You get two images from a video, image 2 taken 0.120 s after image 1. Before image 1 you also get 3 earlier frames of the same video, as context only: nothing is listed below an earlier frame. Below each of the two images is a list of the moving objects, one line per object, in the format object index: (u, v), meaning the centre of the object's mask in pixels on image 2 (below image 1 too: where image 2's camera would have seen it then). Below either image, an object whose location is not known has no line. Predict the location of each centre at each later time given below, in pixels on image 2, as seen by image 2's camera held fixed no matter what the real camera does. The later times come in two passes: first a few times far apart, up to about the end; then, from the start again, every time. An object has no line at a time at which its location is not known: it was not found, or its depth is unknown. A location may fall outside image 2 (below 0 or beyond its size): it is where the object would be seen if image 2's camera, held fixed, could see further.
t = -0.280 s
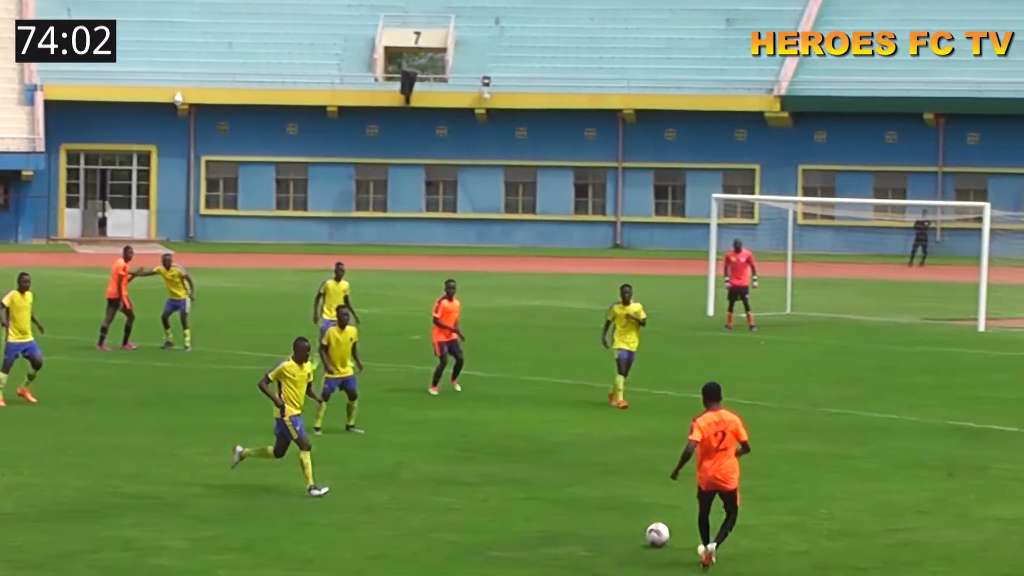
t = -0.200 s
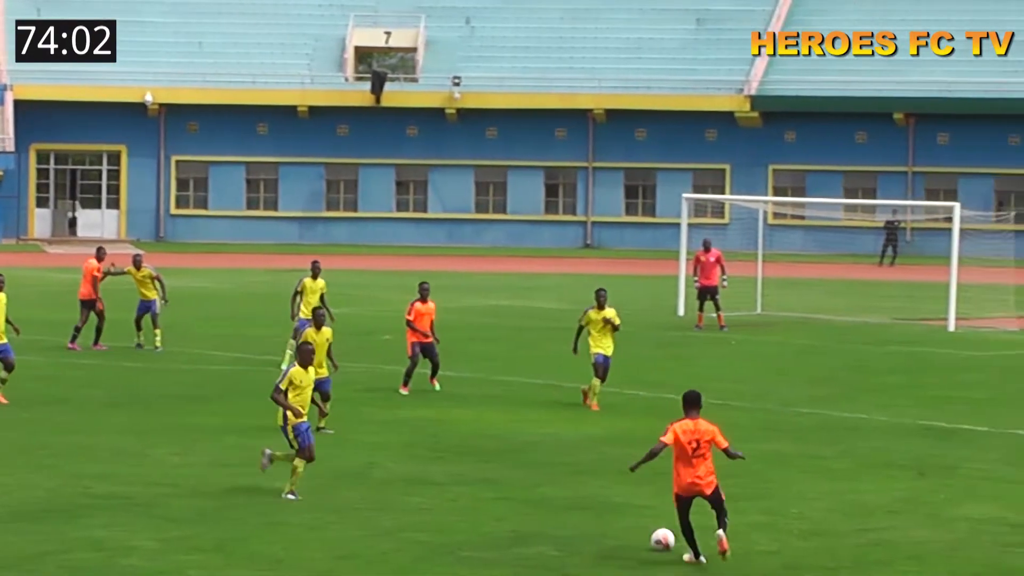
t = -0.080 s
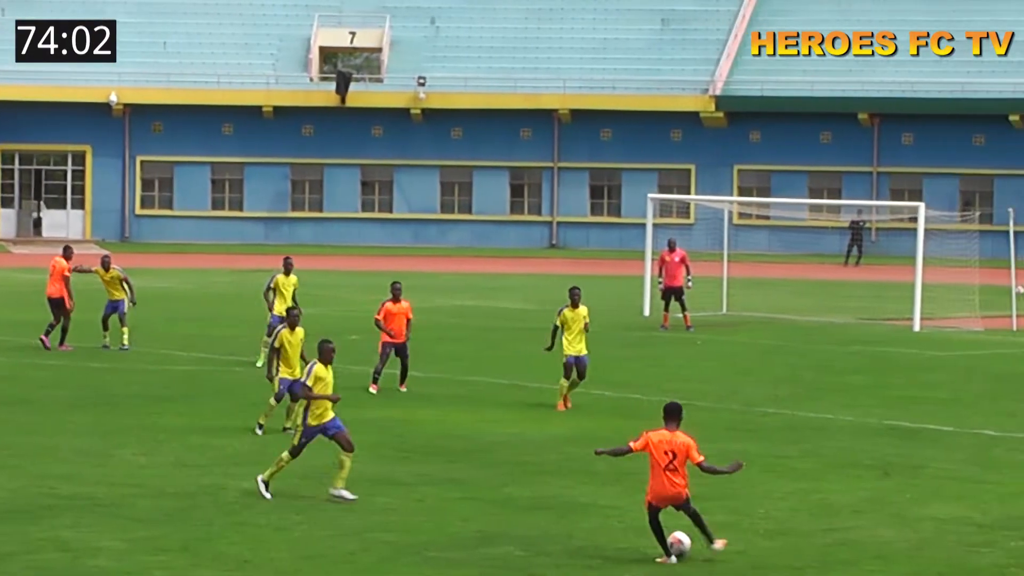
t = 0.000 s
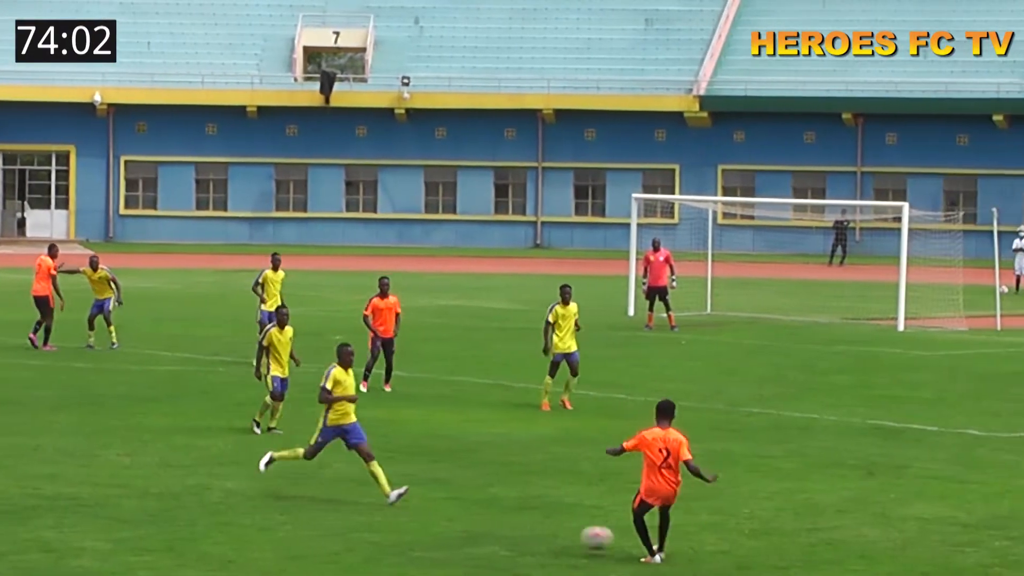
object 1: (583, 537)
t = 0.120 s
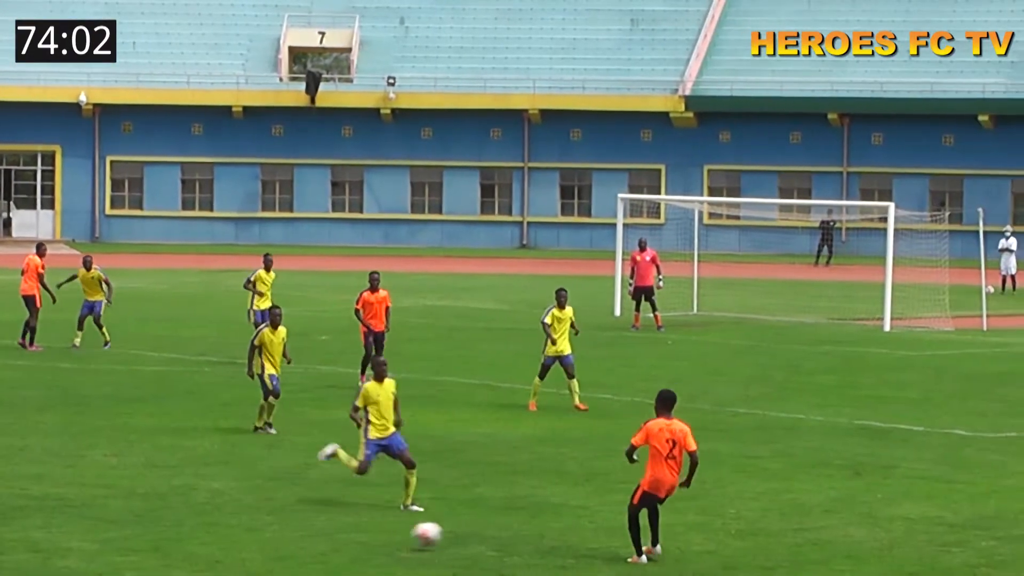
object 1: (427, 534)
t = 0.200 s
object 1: (325, 538)
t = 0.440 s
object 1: (76, 529)
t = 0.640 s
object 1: (-99, 531)
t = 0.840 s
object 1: (-257, 535)
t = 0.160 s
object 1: (375, 537)
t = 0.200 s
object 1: (325, 538)
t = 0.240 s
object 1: (283, 534)
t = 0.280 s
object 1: (242, 528)
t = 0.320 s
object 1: (200, 526)
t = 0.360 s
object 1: (160, 525)
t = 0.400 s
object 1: (118, 527)
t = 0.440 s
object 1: (76, 529)
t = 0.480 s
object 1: (36, 532)
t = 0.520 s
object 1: (2, 530)
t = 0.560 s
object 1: (-32, 529)
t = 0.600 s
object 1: (-65, 530)
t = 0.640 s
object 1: (-99, 531)
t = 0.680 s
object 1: (-132, 531)
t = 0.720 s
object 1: (-163, 531)
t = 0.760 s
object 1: (-195, 531)
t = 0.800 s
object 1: (-223, 532)
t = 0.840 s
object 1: (-257, 535)
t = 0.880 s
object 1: (-292, 539)
